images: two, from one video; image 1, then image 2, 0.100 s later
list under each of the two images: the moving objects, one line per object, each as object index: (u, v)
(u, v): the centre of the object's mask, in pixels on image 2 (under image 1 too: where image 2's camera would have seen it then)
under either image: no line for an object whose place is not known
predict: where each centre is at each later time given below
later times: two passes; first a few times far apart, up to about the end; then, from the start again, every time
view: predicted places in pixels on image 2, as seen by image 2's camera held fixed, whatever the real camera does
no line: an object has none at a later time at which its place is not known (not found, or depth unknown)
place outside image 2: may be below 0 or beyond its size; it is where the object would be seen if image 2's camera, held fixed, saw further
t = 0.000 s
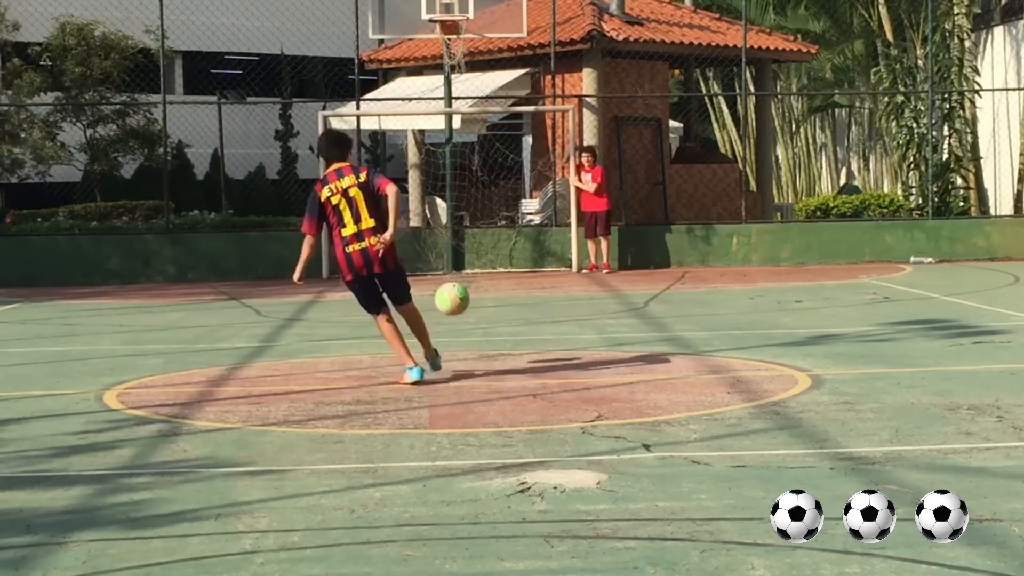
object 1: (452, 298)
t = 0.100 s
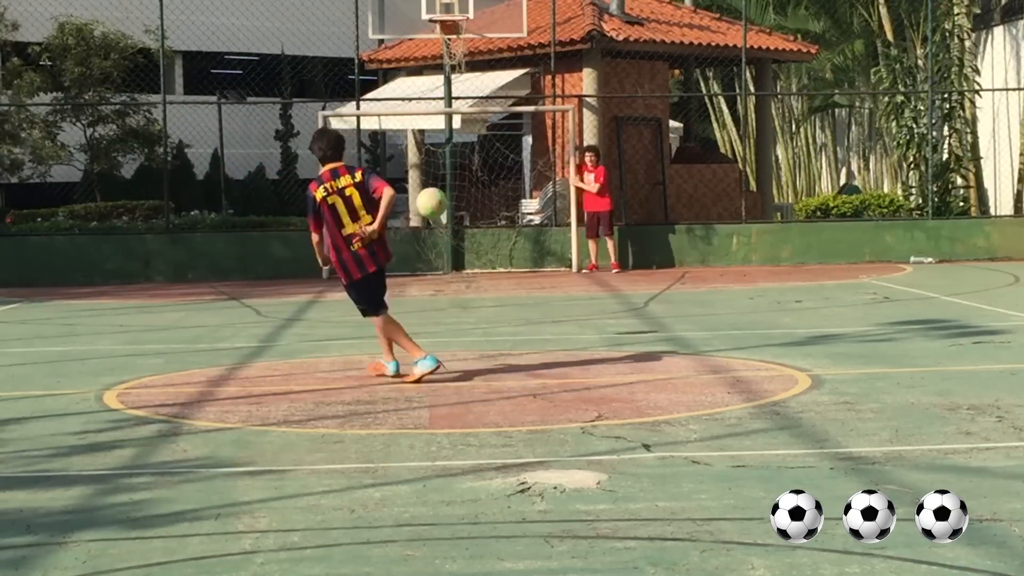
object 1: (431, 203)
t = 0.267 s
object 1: (403, 105)
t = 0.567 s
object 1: (360, 41)
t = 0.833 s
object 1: (330, 57)
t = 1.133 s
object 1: (296, 126)
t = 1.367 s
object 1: (271, 216)
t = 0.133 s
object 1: (425, 178)
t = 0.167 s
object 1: (419, 156)
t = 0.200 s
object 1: (412, 136)
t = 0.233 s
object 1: (407, 120)
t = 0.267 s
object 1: (403, 105)
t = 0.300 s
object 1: (397, 92)
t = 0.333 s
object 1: (391, 81)
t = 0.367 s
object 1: (387, 71)
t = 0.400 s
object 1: (382, 63)
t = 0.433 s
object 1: (378, 56)
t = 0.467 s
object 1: (373, 51)
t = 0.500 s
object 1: (369, 46)
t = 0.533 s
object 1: (365, 44)
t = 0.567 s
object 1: (360, 41)
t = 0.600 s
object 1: (356, 41)
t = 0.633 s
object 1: (352, 41)
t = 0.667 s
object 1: (349, 42)
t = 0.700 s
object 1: (344, 43)
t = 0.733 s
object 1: (341, 45)
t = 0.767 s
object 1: (337, 48)
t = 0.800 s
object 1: (333, 52)
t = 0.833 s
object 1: (330, 57)
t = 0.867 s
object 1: (326, 62)
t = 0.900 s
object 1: (323, 67)
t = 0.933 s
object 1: (319, 74)
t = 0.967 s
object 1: (316, 81)
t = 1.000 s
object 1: (314, 86)
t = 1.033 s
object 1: (310, 94)
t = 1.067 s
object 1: (305, 105)
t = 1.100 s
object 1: (300, 115)
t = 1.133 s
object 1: (296, 126)
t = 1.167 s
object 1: (292, 138)
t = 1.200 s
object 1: (289, 151)
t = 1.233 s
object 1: (285, 163)
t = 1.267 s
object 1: (281, 177)
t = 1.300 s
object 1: (278, 191)
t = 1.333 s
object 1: (275, 206)
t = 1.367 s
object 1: (271, 216)
